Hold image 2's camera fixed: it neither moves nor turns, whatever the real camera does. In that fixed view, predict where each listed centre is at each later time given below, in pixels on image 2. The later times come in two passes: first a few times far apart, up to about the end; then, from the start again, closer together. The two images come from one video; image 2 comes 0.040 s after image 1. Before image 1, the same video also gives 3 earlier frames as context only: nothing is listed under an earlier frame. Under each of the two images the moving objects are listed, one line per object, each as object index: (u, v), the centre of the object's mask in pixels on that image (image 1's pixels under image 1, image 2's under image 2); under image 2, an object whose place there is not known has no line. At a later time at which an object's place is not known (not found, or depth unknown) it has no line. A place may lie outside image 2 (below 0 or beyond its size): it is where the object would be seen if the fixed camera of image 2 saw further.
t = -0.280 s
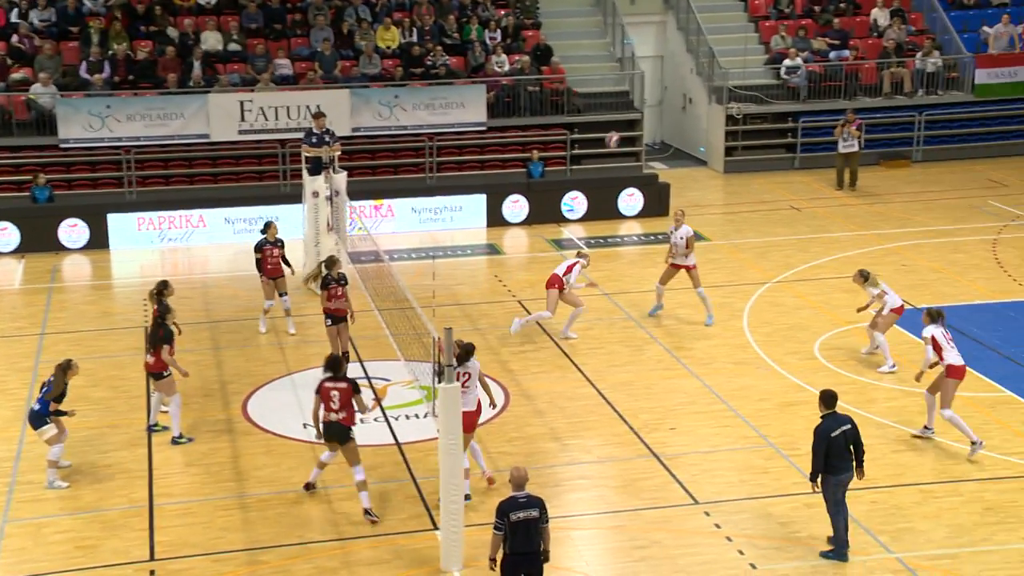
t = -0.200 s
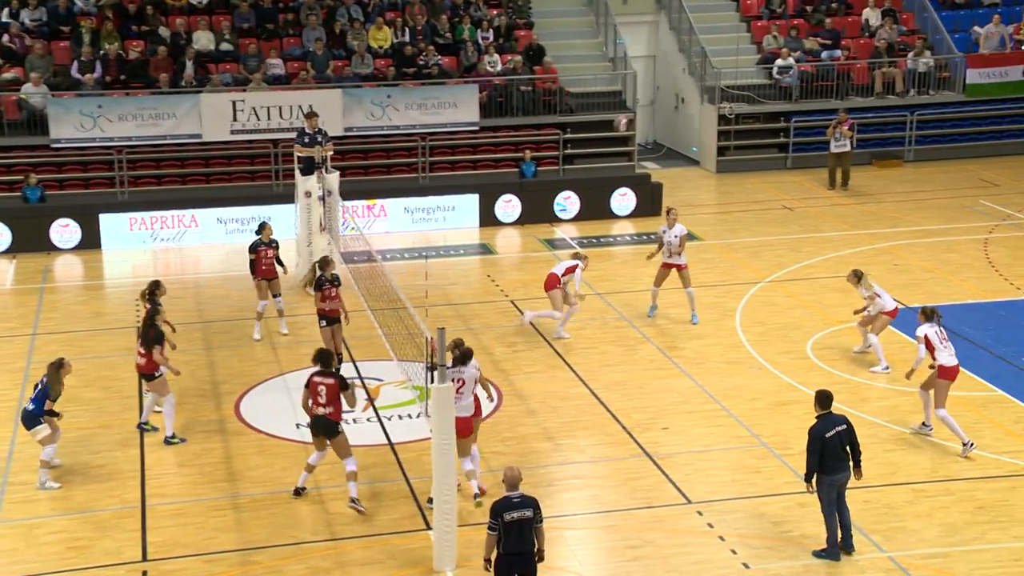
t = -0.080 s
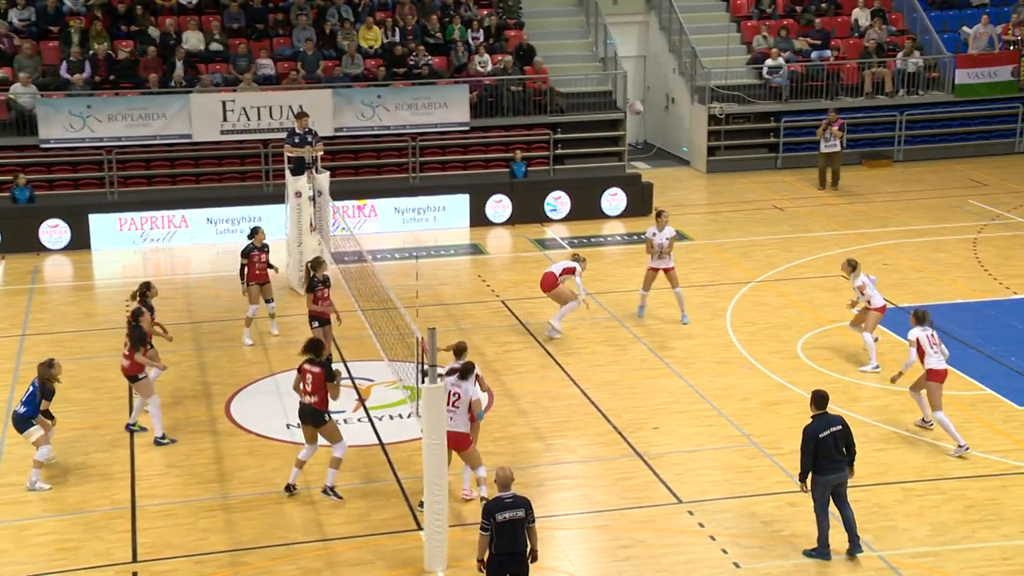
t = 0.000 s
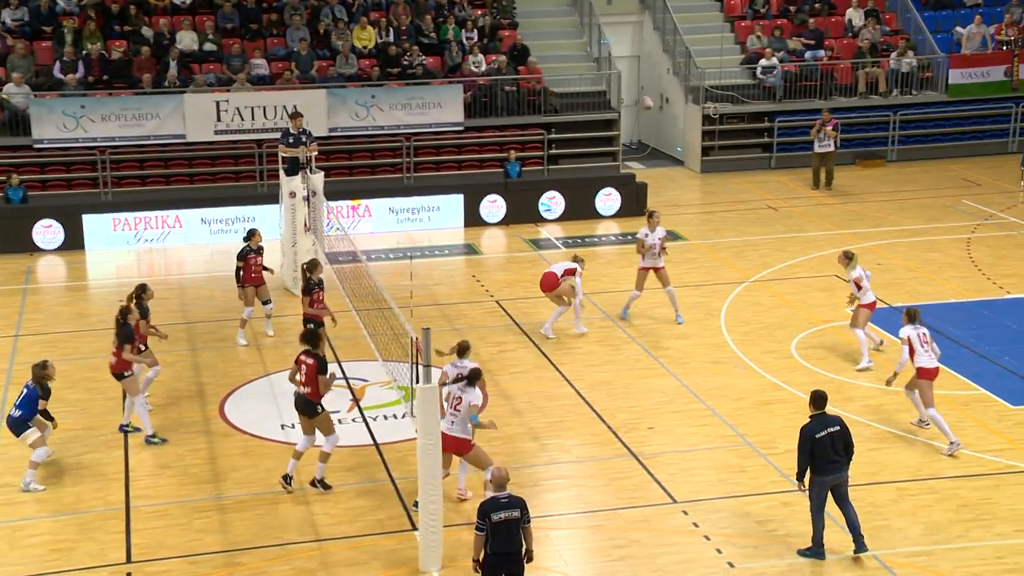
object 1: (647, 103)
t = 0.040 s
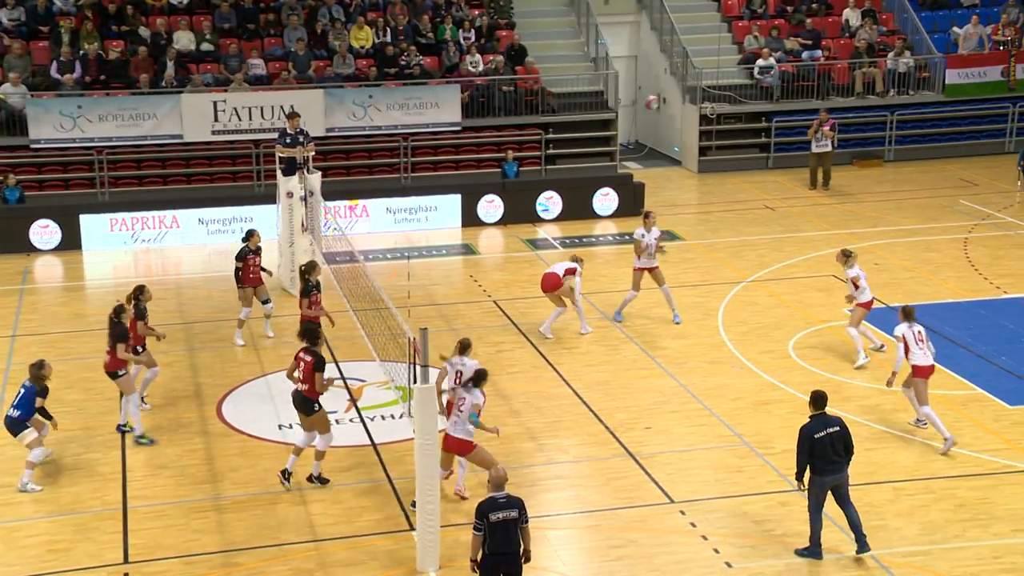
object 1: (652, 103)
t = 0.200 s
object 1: (682, 109)
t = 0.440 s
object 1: (726, 152)
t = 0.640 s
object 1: (759, 215)
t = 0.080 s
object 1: (659, 102)
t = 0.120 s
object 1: (667, 104)
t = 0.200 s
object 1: (682, 109)
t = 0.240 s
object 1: (690, 113)
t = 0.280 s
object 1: (698, 120)
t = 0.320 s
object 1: (705, 126)
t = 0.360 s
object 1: (712, 134)
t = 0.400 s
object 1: (719, 142)
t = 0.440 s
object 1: (726, 152)
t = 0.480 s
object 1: (732, 163)
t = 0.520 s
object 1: (740, 175)
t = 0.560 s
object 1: (746, 187)
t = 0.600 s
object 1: (752, 201)
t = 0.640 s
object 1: (759, 215)
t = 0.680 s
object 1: (765, 232)
